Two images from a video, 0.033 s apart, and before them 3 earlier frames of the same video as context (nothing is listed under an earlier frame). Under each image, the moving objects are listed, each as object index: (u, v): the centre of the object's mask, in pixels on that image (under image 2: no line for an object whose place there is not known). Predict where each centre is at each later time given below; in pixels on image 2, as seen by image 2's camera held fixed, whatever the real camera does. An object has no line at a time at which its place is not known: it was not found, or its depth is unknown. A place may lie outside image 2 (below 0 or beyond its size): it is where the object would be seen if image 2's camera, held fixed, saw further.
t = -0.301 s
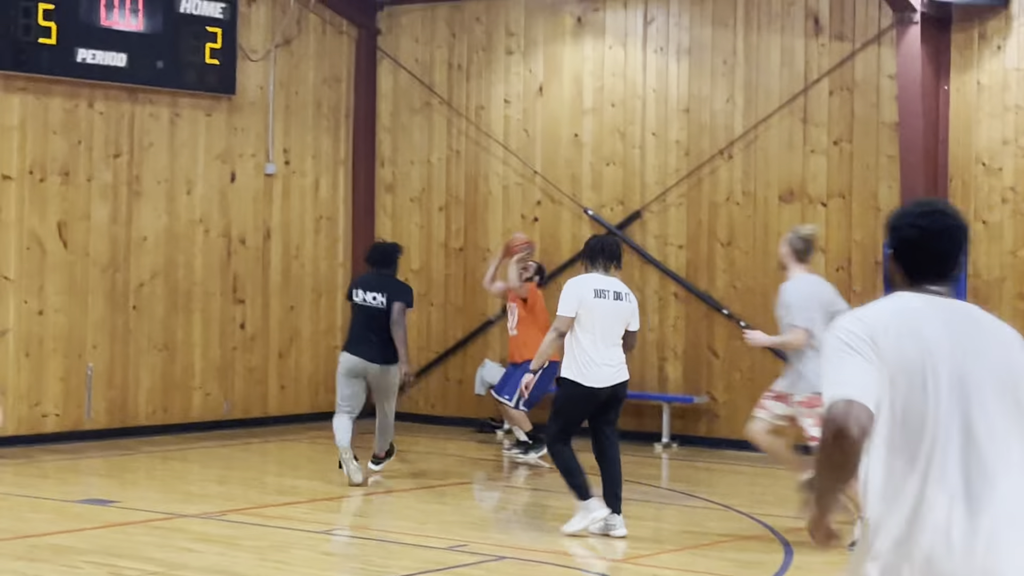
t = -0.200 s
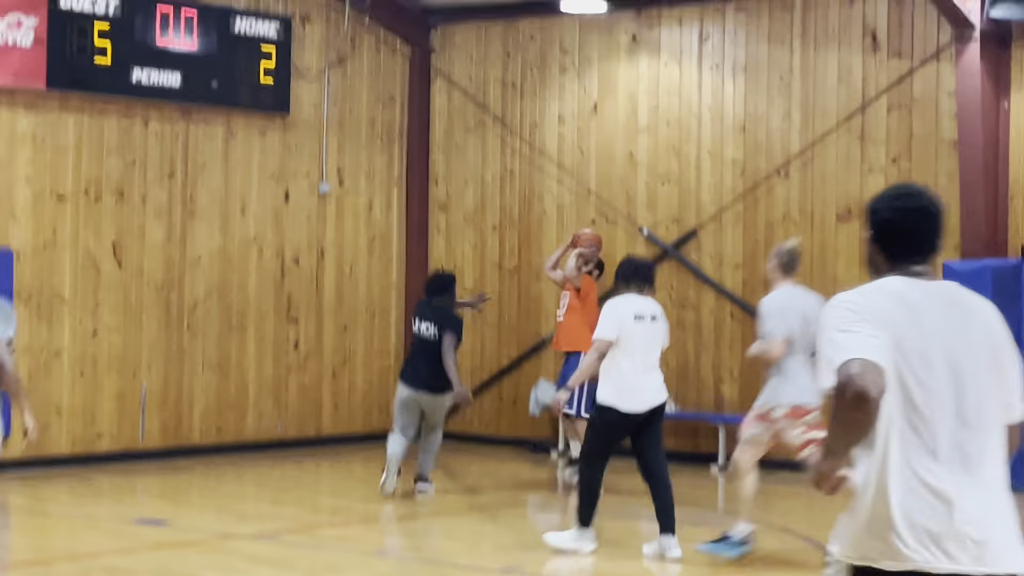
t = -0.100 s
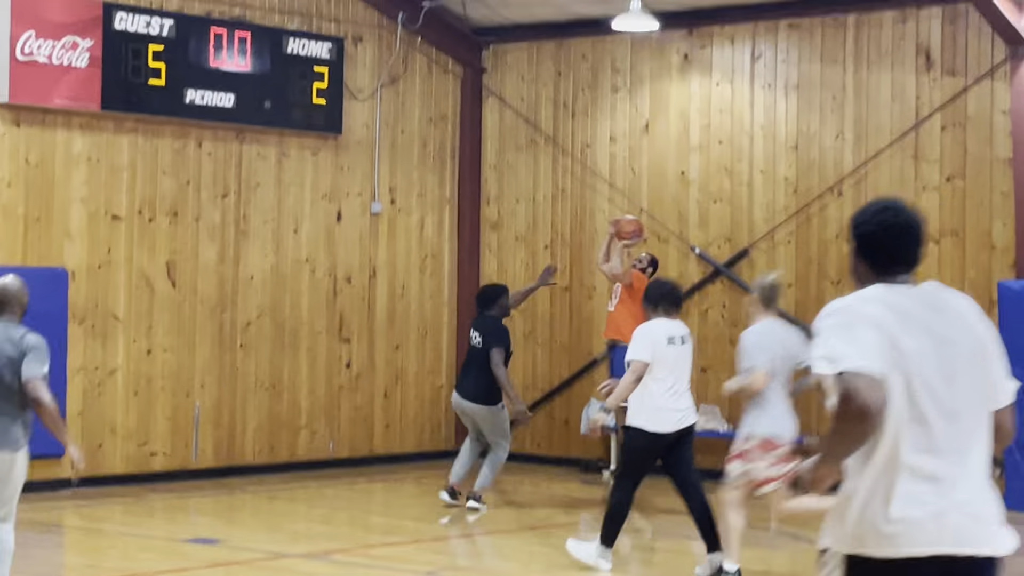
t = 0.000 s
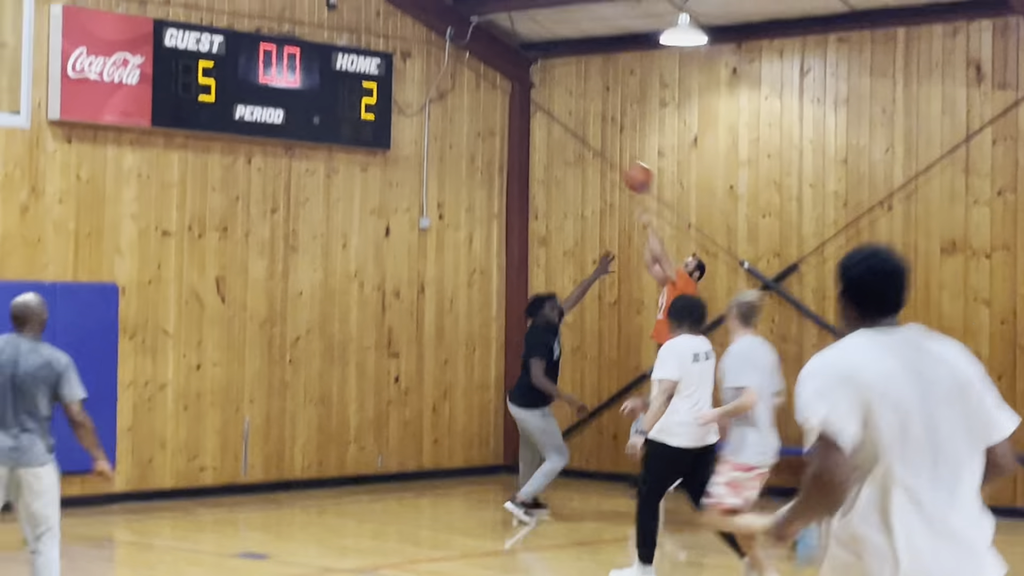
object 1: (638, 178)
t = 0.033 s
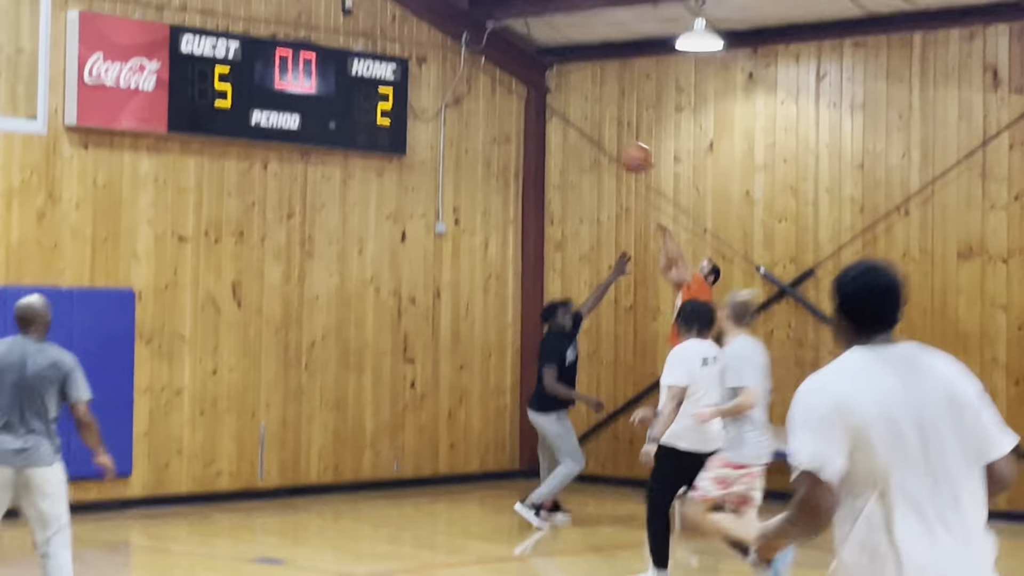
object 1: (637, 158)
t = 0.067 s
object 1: (619, 135)
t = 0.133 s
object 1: (582, 91)
